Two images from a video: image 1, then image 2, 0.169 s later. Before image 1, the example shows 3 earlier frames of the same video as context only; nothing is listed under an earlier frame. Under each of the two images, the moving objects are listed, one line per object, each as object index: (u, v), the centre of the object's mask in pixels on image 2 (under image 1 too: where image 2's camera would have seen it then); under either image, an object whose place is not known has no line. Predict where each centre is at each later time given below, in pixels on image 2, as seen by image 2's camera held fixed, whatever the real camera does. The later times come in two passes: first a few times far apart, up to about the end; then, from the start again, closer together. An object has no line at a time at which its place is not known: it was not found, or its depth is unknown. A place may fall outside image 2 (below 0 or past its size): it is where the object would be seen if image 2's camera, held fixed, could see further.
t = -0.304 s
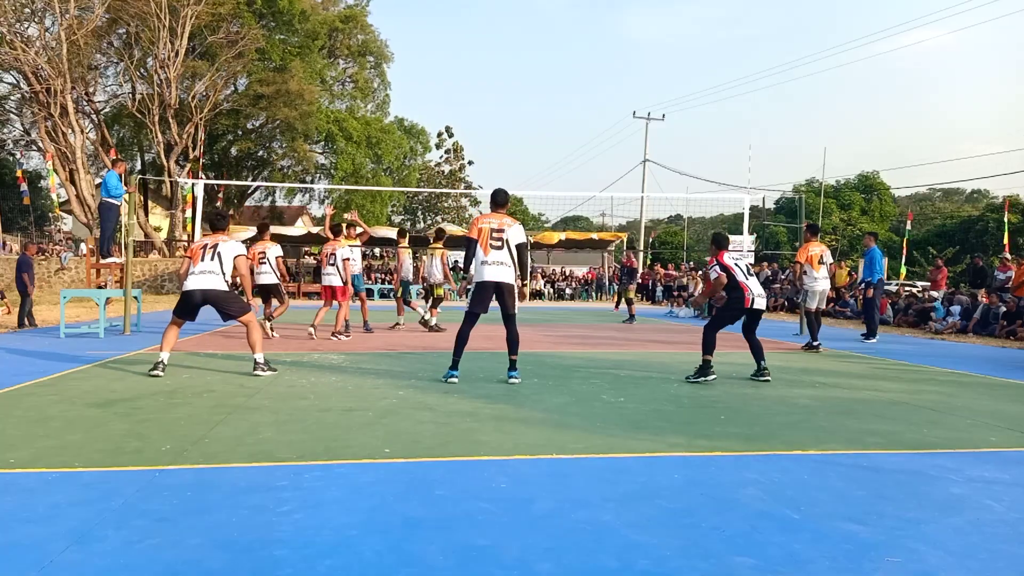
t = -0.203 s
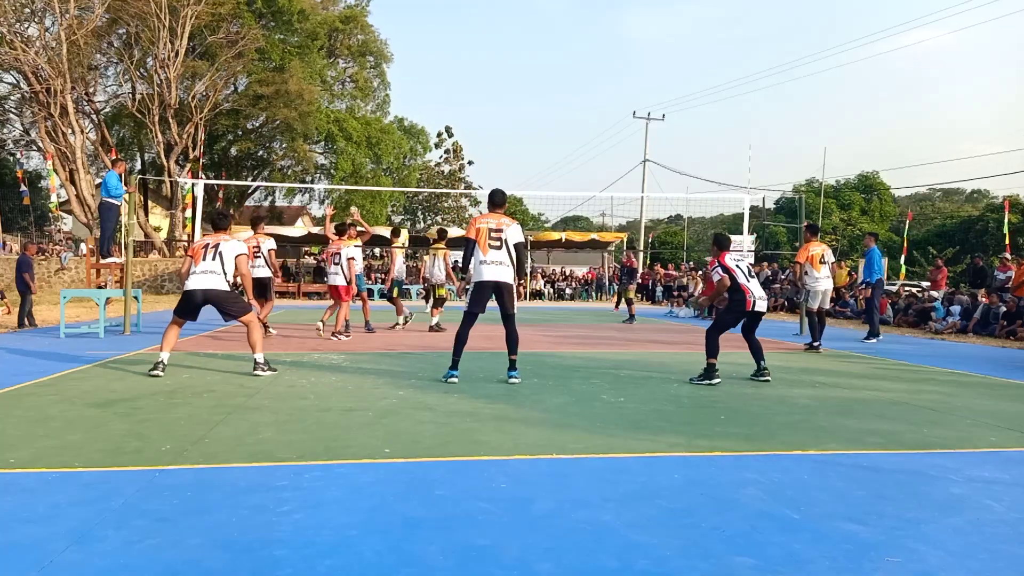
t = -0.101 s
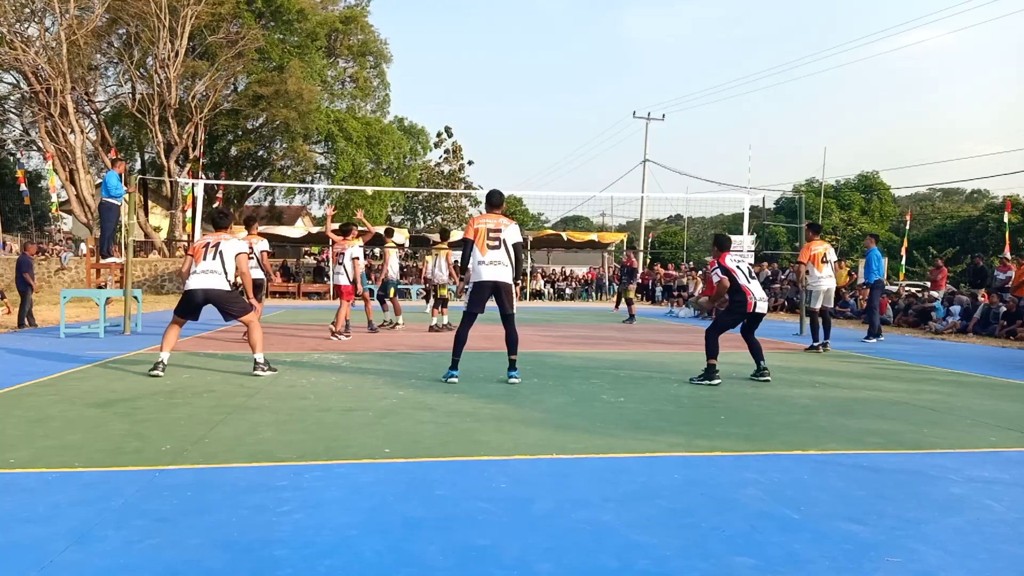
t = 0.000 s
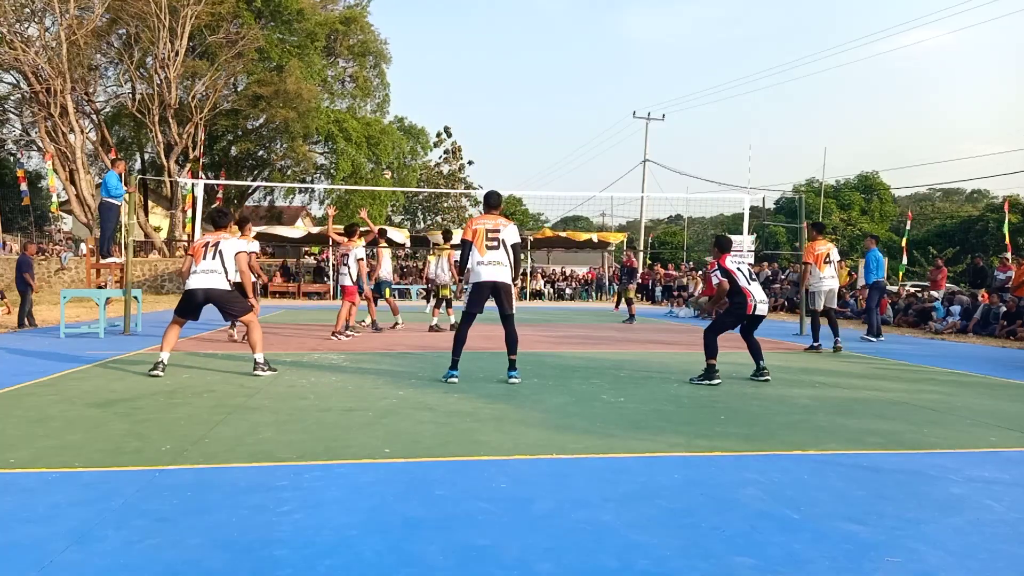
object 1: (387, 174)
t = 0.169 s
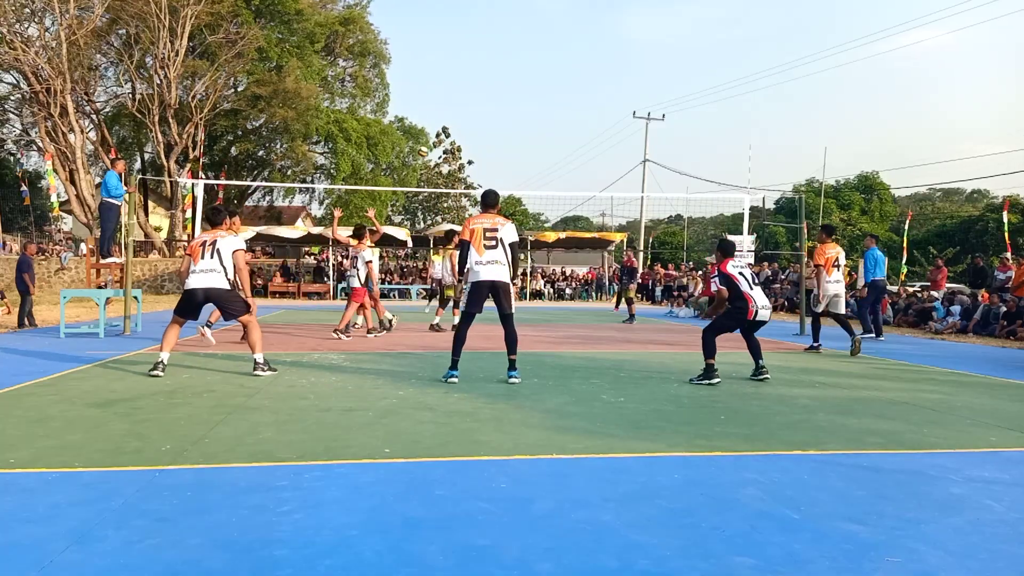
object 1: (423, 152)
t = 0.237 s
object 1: (439, 144)
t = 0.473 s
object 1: (514, 138)
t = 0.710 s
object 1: (628, 170)
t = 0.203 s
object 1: (431, 148)
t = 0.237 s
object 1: (439, 144)
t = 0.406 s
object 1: (489, 137)
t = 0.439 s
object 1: (501, 137)
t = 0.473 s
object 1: (514, 138)
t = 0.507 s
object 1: (527, 140)
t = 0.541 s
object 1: (541, 142)
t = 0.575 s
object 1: (556, 145)
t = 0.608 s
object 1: (572, 150)
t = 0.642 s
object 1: (589, 155)
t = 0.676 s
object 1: (608, 162)
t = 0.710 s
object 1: (628, 170)
